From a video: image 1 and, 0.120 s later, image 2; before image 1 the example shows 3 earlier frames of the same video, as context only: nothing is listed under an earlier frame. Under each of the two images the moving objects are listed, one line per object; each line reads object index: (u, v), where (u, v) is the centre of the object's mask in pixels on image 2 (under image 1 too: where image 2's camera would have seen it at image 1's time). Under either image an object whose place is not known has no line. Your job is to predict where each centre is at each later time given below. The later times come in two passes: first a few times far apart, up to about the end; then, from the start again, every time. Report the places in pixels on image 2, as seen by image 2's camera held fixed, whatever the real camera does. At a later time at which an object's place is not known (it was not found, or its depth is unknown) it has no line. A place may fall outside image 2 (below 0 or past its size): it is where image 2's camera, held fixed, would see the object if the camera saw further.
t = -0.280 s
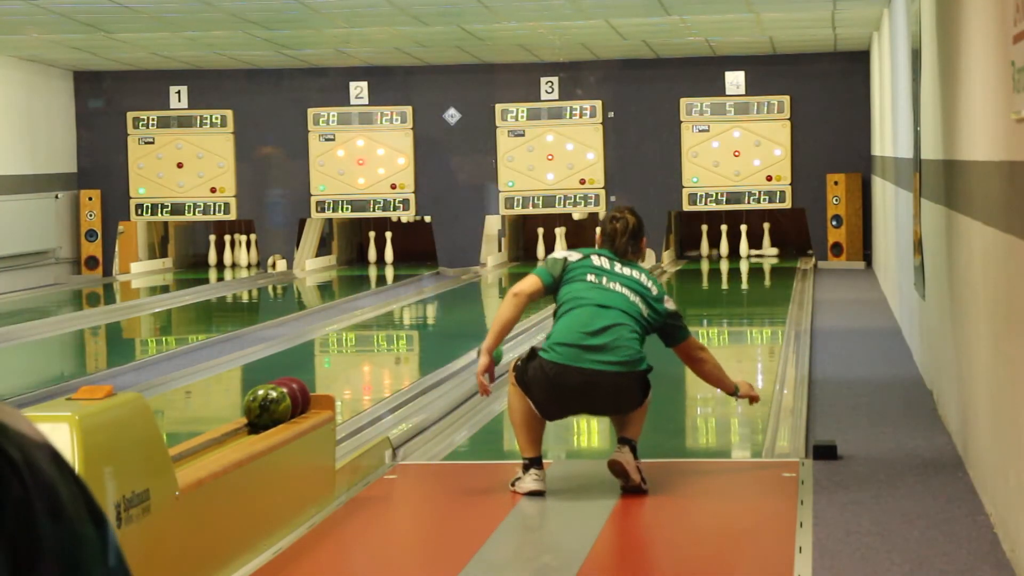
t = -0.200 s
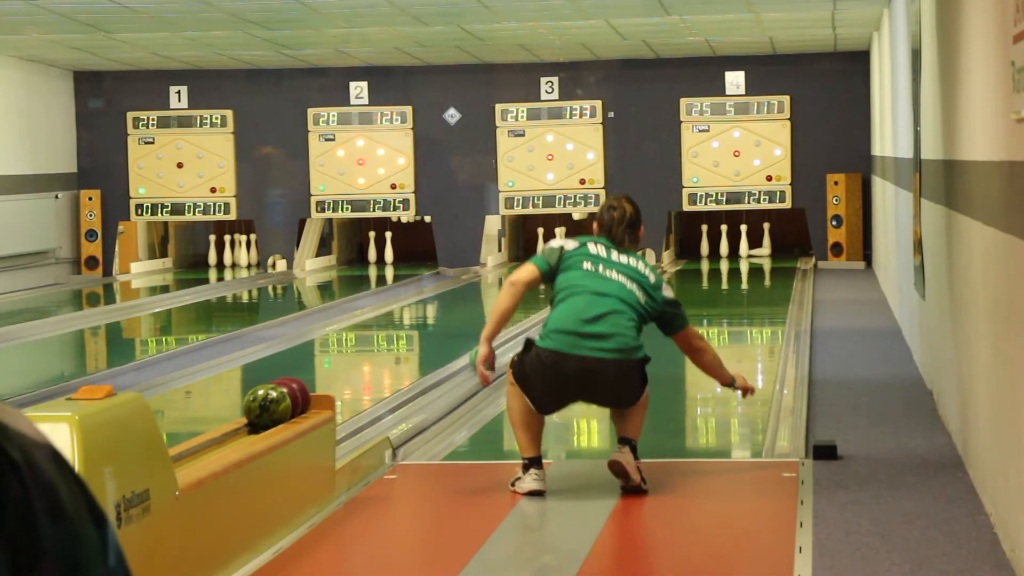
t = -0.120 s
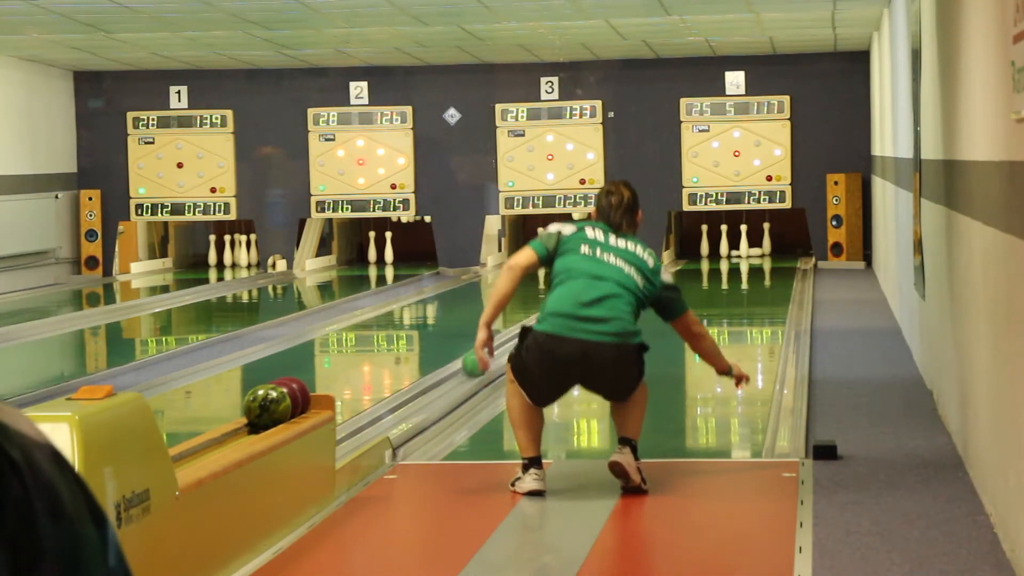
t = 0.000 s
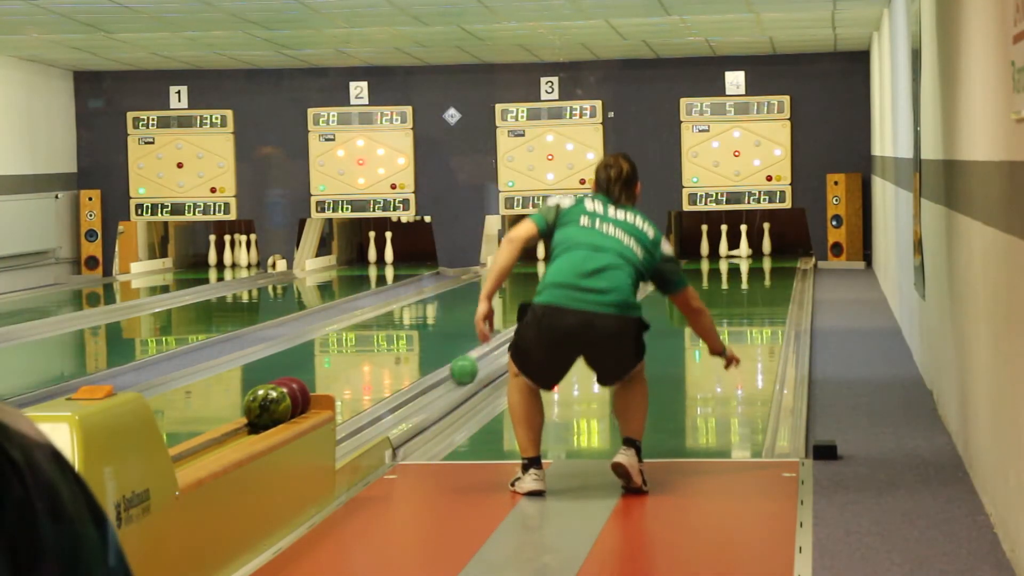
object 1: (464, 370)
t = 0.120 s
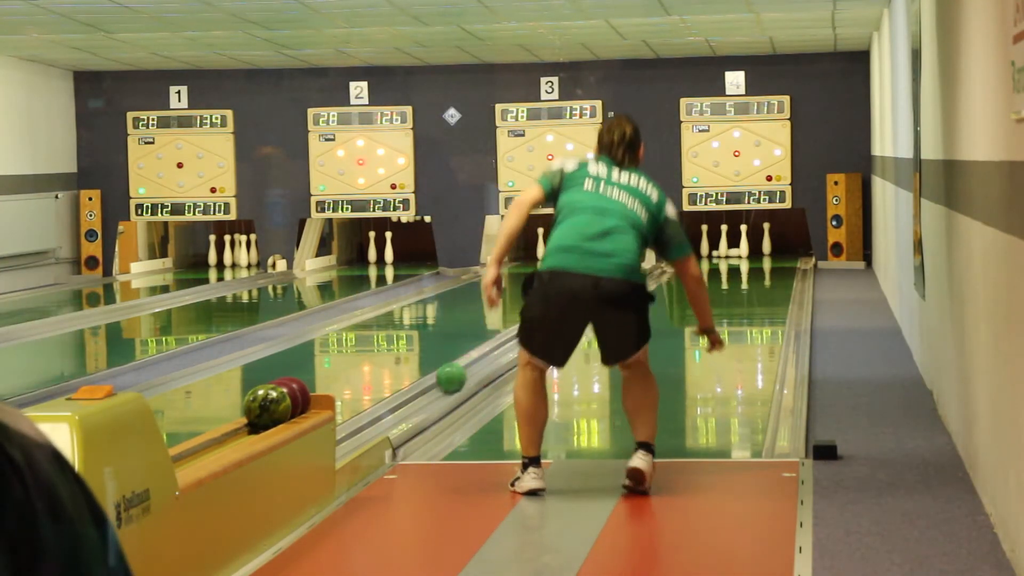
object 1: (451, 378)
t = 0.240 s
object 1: (437, 387)
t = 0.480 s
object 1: (406, 405)
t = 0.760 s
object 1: (363, 429)
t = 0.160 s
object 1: (447, 381)
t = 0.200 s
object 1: (442, 383)
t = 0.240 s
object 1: (437, 387)
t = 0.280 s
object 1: (433, 389)
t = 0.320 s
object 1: (428, 392)
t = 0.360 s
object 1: (423, 396)
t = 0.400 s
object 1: (417, 398)
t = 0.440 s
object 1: (412, 402)
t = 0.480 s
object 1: (406, 405)
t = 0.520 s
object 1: (401, 408)
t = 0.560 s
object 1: (395, 412)
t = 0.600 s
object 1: (388, 416)
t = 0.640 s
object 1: (383, 419)
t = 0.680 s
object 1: (376, 422)
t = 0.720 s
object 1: (369, 425)
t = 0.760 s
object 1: (363, 429)
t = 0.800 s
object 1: (356, 433)
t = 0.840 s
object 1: (351, 437)
